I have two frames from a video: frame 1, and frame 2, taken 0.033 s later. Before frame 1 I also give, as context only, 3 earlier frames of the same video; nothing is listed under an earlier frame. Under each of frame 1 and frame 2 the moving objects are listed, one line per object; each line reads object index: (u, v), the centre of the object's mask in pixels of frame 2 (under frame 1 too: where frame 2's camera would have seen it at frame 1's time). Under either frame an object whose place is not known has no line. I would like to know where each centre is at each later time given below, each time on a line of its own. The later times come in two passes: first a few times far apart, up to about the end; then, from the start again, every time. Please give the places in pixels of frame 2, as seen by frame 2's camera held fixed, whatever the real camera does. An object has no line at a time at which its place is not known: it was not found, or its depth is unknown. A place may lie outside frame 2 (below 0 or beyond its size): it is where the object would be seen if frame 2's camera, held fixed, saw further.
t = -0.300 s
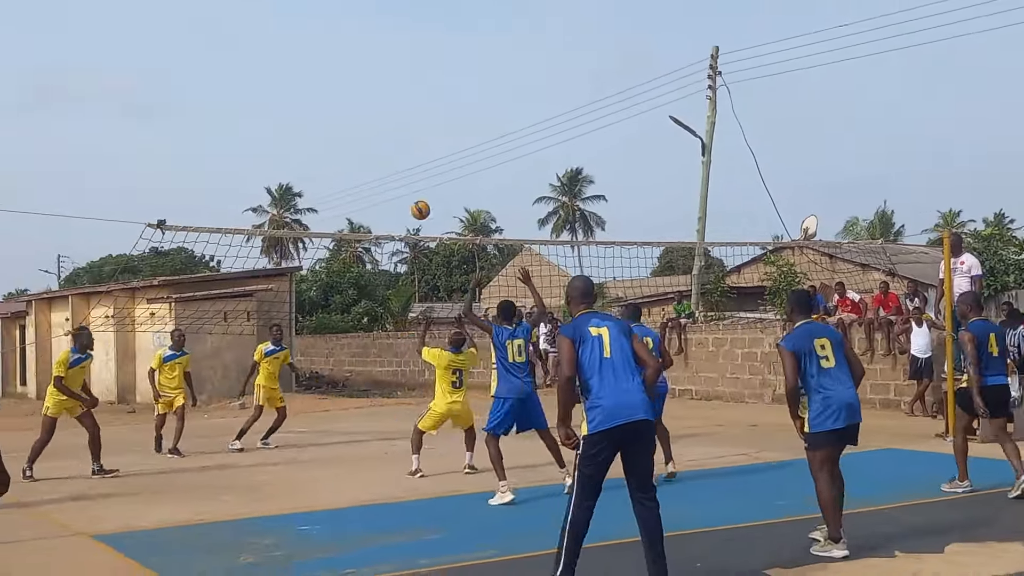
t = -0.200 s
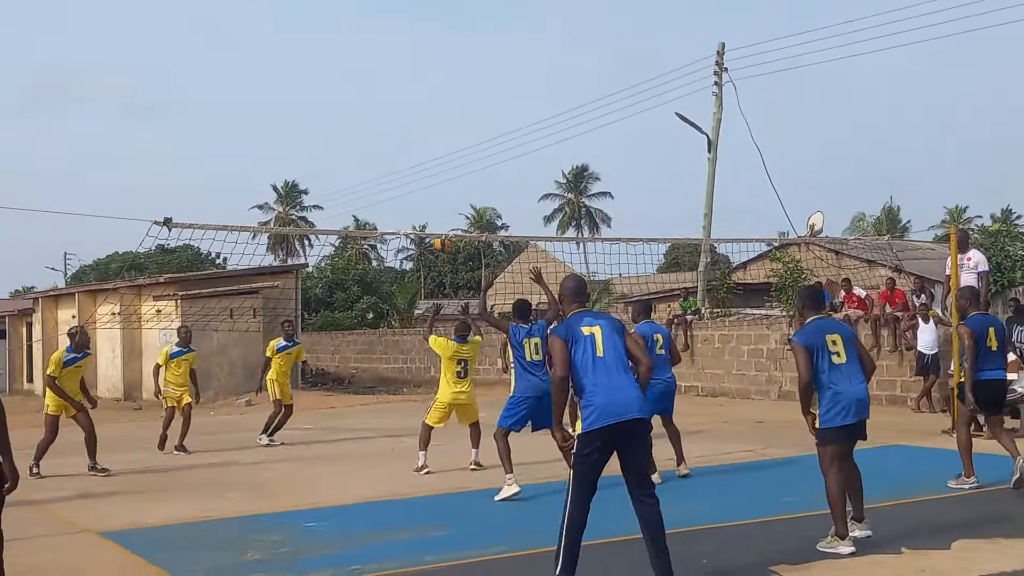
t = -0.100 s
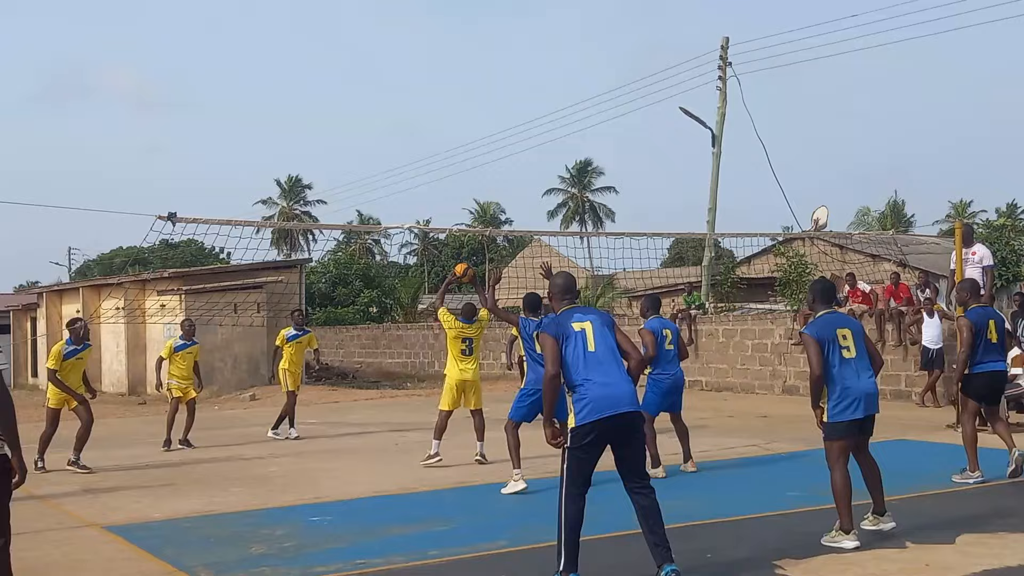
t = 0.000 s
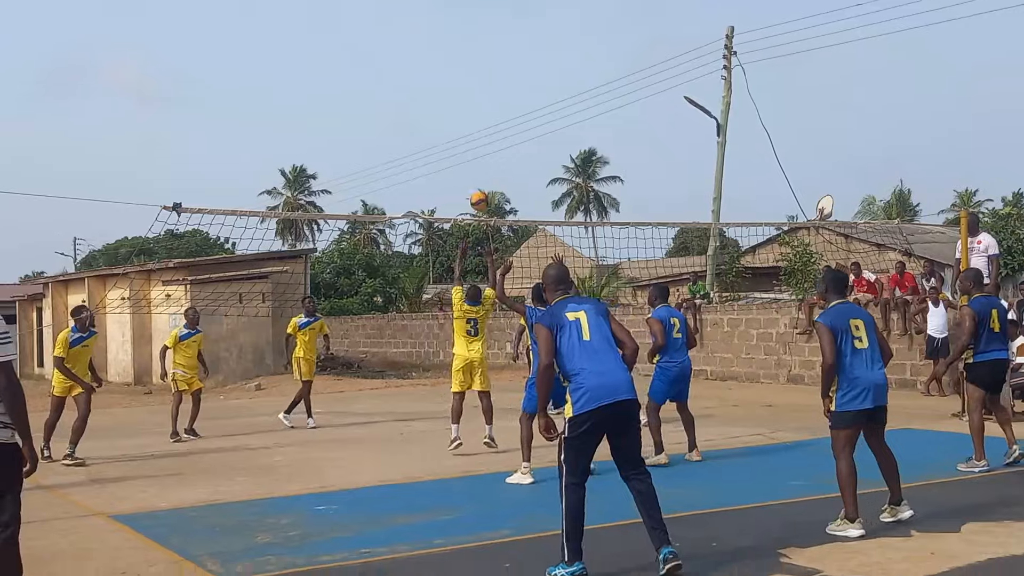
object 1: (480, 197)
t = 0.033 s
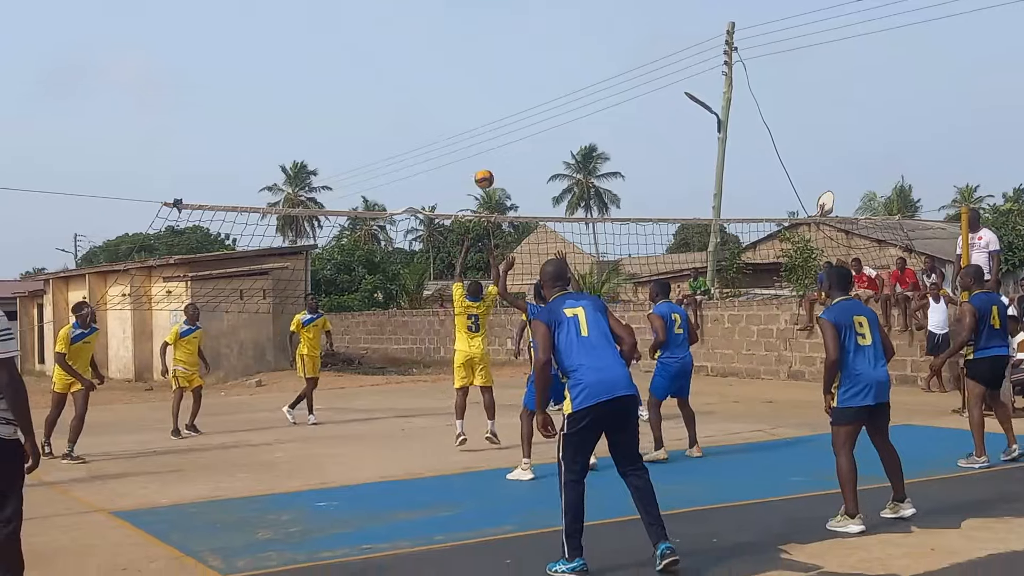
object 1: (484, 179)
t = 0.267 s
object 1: (511, 80)
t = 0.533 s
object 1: (542, 29)
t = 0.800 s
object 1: (573, 40)
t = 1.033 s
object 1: (599, 97)
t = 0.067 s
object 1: (488, 162)
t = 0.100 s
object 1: (492, 145)
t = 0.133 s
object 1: (495, 130)
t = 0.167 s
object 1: (499, 116)
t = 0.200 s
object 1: (503, 103)
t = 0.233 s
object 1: (507, 91)
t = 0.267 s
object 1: (511, 80)
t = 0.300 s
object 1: (515, 70)
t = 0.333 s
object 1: (519, 61)
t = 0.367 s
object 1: (522, 54)
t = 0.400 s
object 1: (527, 47)
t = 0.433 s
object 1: (530, 41)
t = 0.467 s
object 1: (534, 36)
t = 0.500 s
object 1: (538, 32)
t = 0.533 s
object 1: (542, 29)
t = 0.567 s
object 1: (546, 28)
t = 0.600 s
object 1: (550, 27)
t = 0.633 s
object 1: (554, 27)
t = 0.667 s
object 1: (558, 28)
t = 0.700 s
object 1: (561, 29)
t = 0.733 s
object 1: (565, 32)
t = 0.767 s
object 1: (570, 36)
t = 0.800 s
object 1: (573, 40)
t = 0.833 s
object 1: (577, 46)
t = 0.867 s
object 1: (580, 52)
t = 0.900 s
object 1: (584, 60)
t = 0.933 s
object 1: (588, 67)
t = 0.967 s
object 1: (592, 76)
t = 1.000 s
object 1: (596, 86)
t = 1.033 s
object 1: (599, 97)
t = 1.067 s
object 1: (603, 108)
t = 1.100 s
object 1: (607, 120)
